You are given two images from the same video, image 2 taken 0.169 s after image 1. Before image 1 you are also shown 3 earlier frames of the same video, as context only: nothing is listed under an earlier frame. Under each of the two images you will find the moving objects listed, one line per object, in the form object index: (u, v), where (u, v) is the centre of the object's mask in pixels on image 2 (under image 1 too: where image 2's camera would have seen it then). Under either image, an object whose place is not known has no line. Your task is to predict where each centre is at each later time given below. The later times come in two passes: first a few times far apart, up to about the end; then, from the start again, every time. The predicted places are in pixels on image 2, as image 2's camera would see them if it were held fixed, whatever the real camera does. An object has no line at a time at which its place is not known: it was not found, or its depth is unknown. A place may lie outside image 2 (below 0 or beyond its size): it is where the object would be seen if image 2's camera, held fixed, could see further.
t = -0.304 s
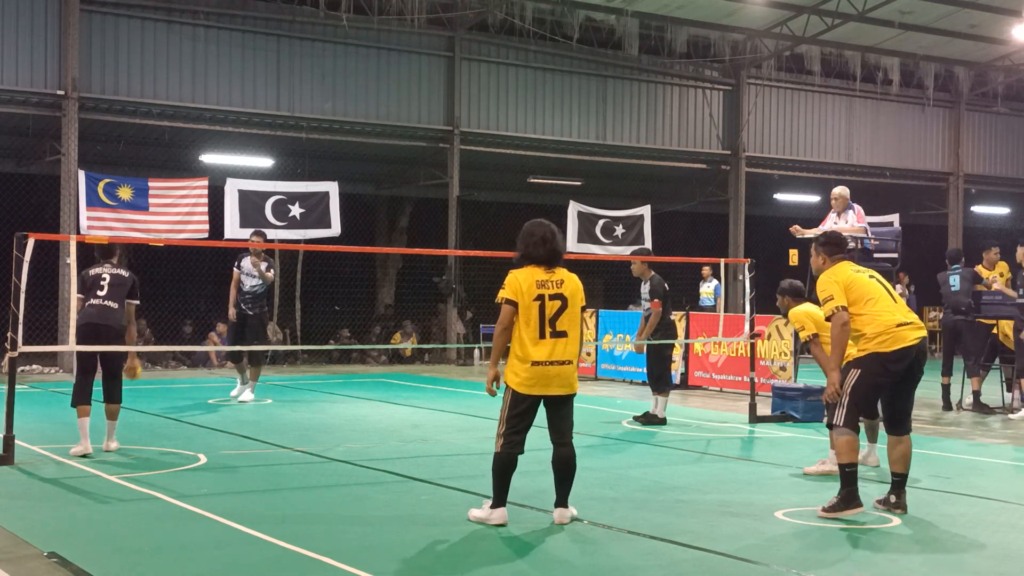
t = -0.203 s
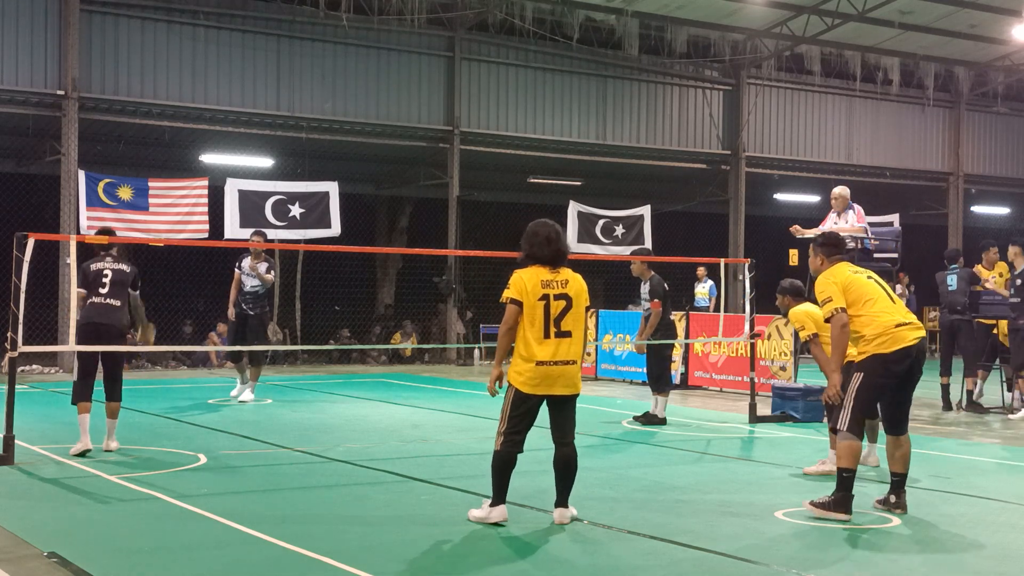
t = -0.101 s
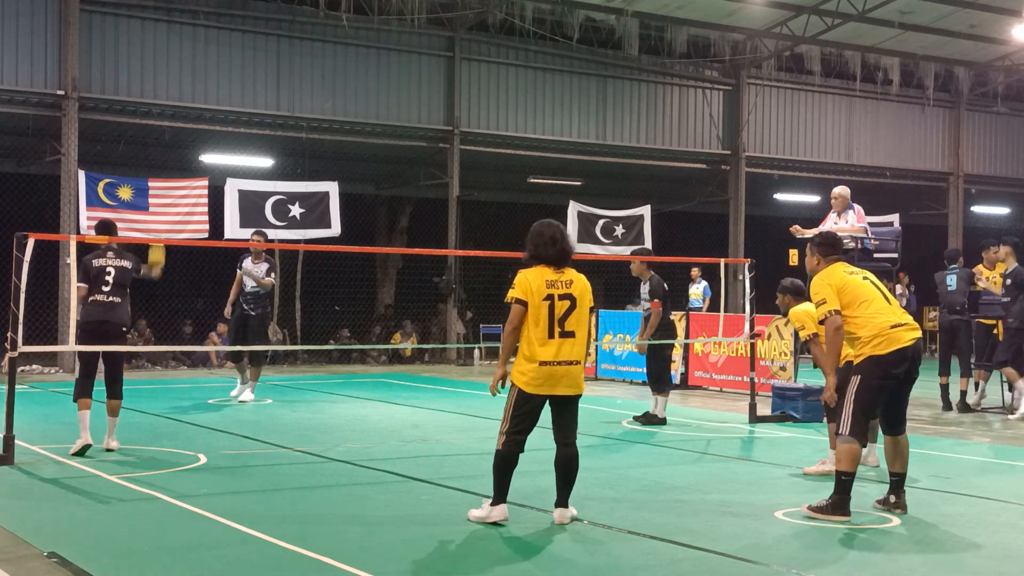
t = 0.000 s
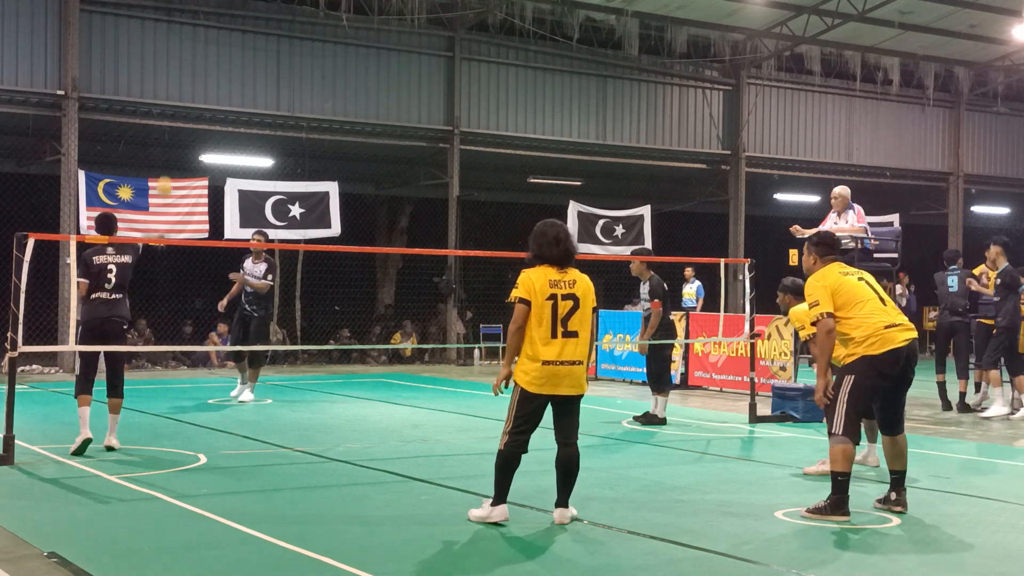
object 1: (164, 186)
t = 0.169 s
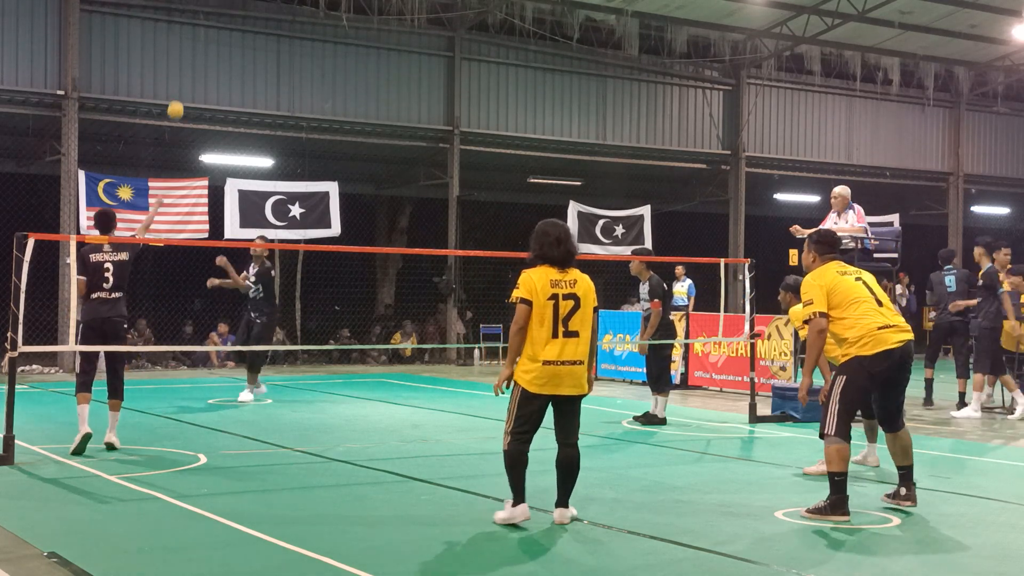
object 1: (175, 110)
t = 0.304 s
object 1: (183, 76)
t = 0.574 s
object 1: (197, 71)
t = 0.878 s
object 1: (209, 147)
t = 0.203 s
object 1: (177, 99)
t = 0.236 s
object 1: (179, 90)
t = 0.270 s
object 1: (181, 82)
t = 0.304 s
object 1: (183, 76)
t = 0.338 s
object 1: (185, 71)
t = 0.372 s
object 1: (187, 67)
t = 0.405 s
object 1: (188, 65)
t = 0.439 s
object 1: (190, 64)
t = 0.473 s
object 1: (192, 64)
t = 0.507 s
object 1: (194, 65)
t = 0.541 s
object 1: (195, 68)
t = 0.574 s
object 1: (197, 71)
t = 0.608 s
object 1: (198, 75)
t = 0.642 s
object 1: (200, 81)
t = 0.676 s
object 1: (201, 88)
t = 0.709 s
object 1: (203, 95)
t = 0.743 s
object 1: (204, 104)
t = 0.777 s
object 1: (206, 114)
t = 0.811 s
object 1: (207, 124)
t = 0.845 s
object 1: (208, 136)
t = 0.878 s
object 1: (209, 147)
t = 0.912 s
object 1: (210, 165)
